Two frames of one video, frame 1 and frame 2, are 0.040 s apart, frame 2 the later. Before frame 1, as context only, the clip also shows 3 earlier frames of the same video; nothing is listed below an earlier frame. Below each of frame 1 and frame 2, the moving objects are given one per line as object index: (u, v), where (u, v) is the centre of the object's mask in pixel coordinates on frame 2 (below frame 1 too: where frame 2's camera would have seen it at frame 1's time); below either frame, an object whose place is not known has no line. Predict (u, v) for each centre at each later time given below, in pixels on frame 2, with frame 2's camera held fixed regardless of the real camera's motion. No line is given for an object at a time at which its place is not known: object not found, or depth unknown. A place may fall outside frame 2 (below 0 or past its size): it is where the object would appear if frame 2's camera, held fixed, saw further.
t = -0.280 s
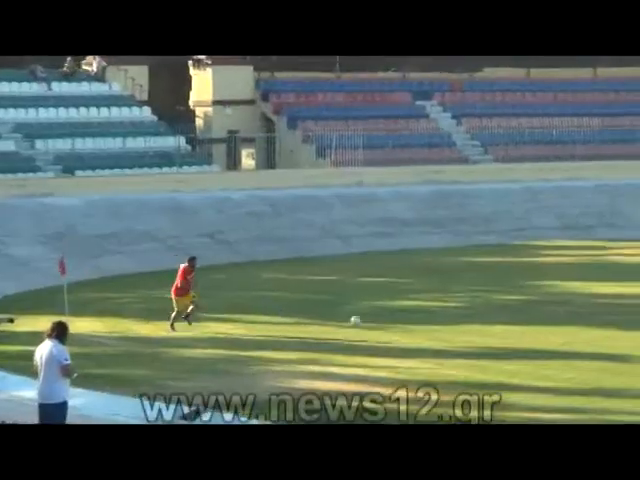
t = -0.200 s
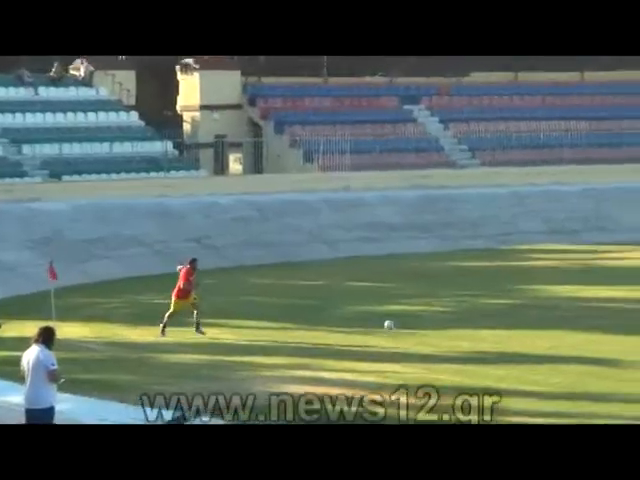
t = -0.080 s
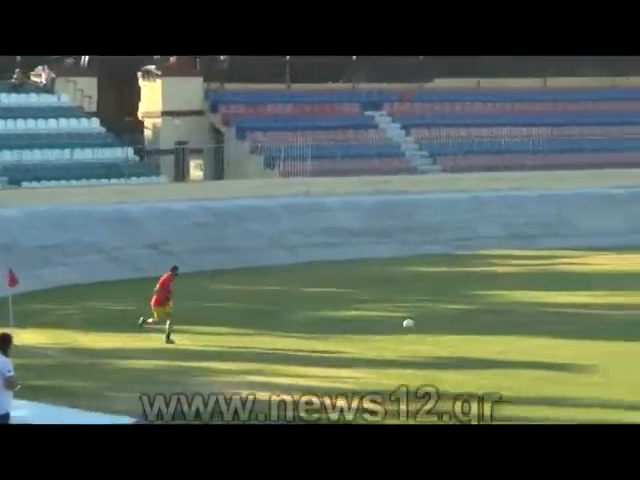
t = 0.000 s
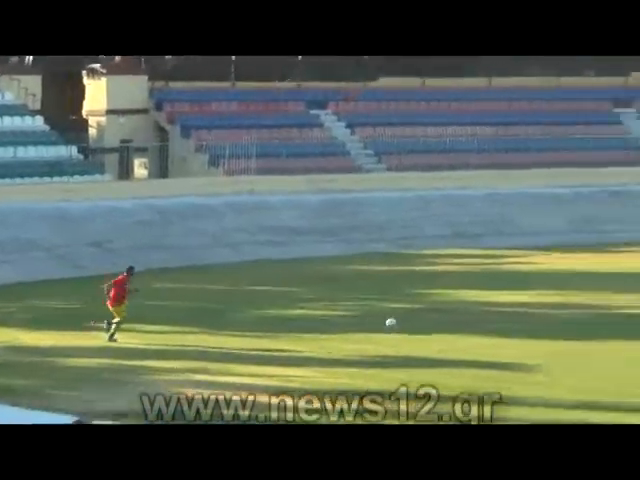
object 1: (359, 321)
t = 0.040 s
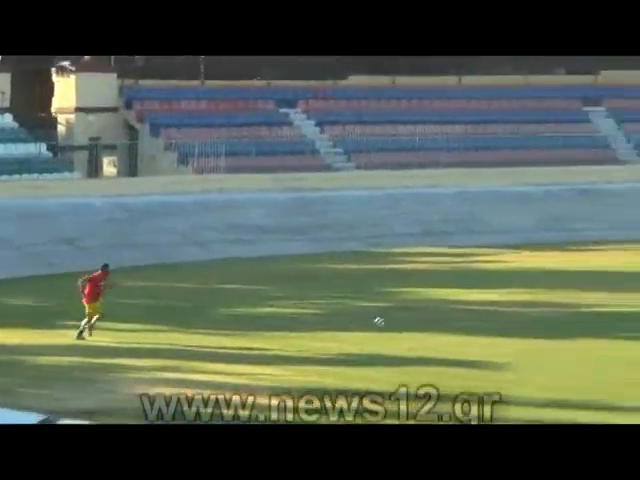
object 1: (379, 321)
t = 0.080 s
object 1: (400, 324)
